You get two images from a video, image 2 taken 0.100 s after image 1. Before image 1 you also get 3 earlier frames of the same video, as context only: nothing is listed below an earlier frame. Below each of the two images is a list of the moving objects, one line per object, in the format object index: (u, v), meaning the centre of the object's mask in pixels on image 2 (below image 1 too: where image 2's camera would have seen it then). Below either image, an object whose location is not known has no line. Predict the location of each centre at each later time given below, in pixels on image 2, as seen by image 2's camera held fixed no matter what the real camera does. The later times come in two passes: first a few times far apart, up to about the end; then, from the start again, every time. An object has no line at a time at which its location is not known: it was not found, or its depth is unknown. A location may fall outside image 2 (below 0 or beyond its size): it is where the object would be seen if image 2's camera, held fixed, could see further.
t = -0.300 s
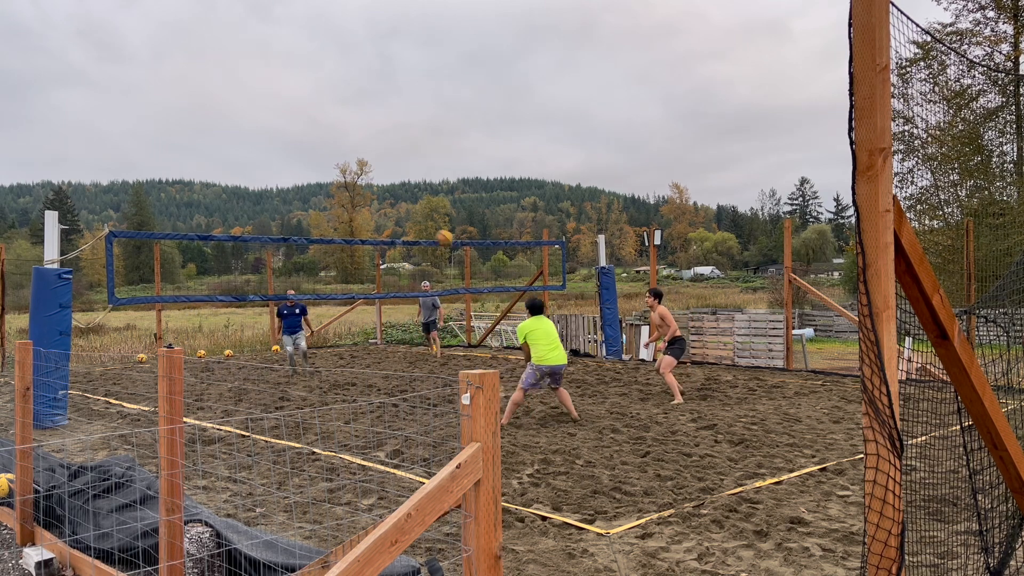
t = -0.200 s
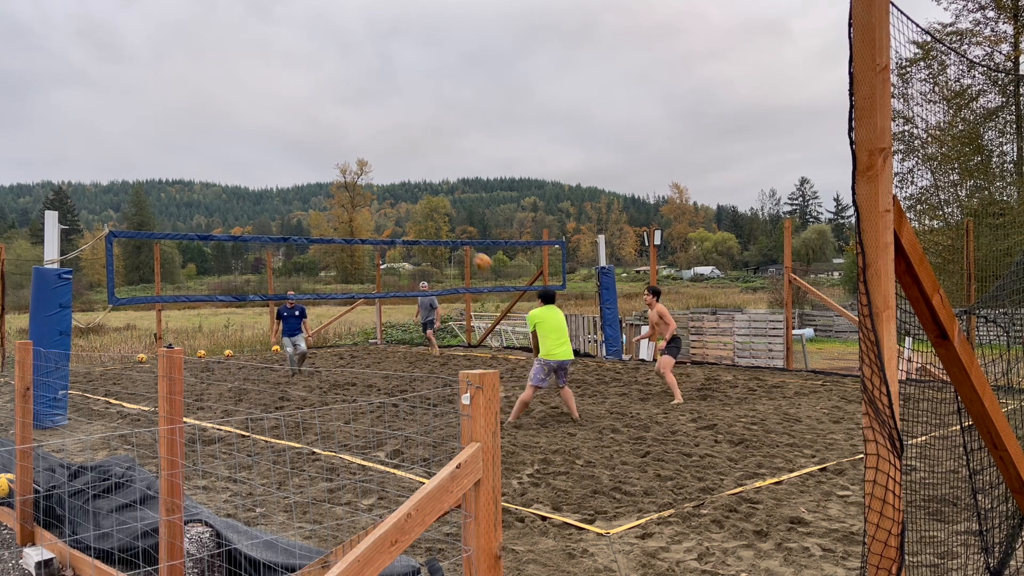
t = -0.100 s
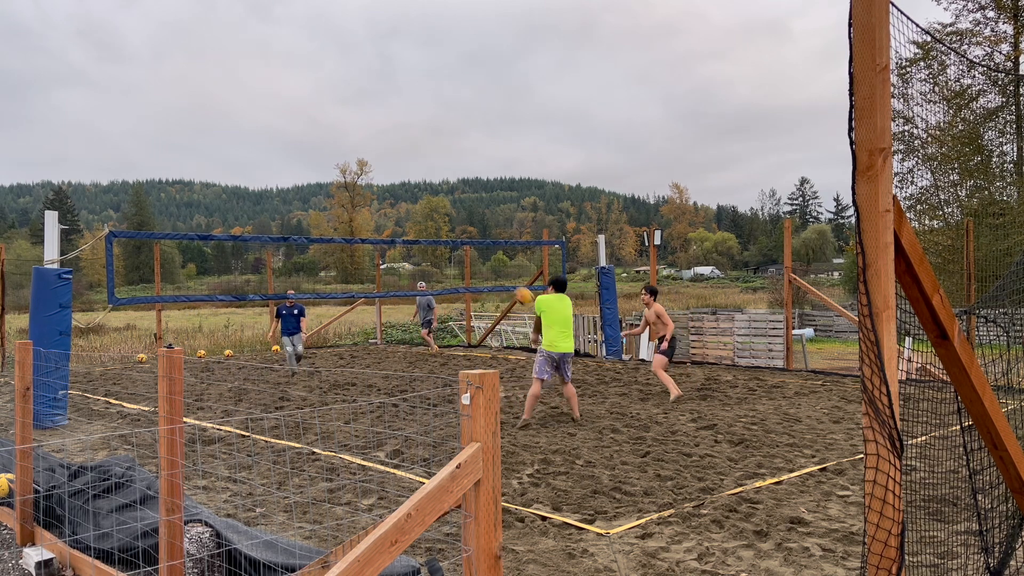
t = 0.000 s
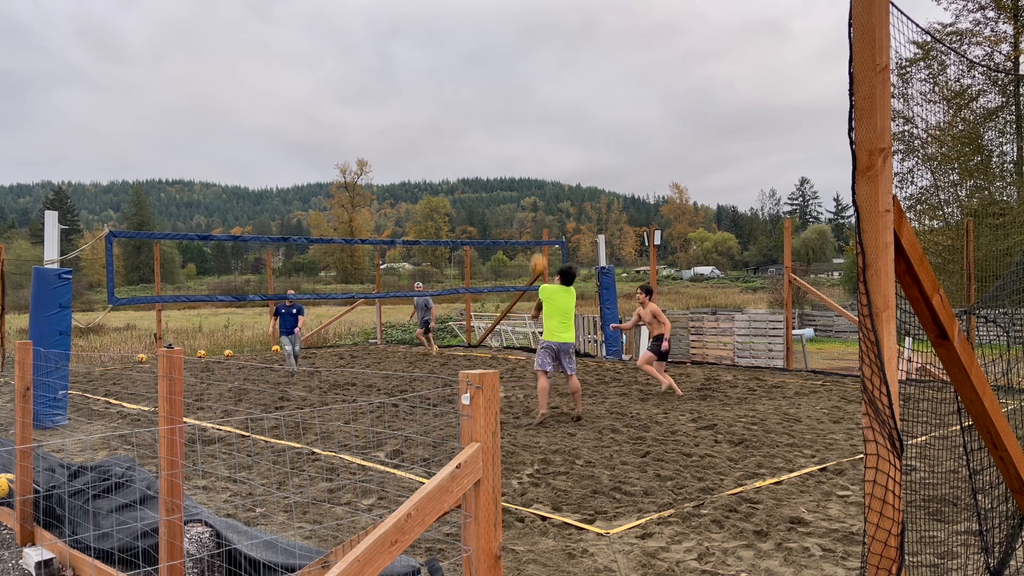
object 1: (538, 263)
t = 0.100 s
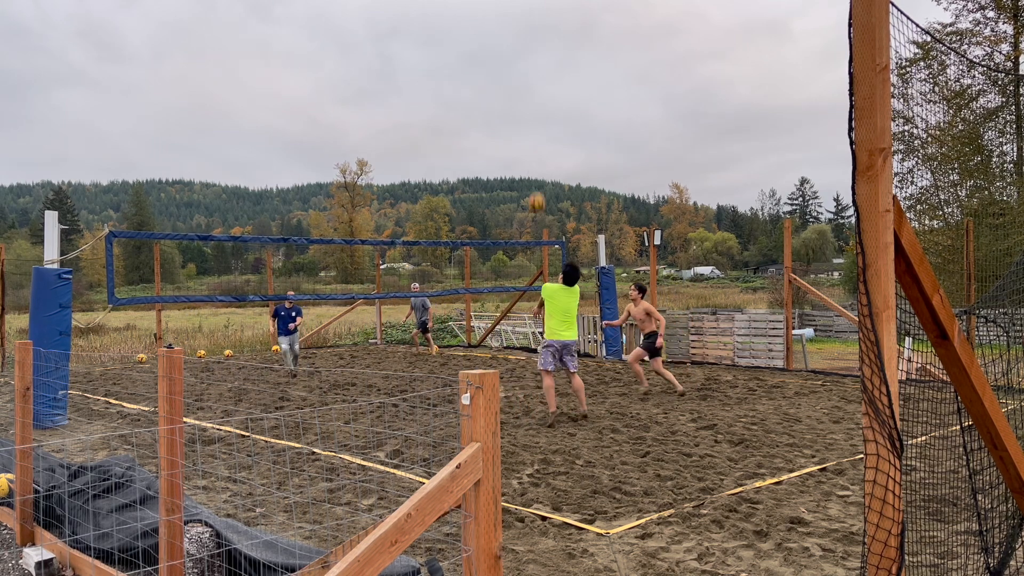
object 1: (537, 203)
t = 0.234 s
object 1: (535, 137)
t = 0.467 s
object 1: (536, 67)
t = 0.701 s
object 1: (538, 42)
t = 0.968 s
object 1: (540, 58)
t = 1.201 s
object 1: (543, 105)
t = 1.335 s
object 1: (544, 144)
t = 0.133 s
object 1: (536, 185)
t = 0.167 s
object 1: (536, 167)
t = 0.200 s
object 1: (535, 152)
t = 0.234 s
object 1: (535, 137)
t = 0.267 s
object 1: (535, 124)
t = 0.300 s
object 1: (535, 112)
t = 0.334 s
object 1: (535, 100)
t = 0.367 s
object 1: (535, 91)
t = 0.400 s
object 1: (536, 82)
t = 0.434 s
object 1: (536, 74)
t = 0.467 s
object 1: (536, 67)
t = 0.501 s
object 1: (536, 61)
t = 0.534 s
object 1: (537, 56)
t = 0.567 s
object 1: (537, 51)
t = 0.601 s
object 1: (537, 48)
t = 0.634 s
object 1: (537, 45)
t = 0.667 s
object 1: (538, 43)
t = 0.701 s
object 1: (538, 42)
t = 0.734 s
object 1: (538, 42)
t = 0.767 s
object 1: (538, 42)
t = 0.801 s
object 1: (539, 43)
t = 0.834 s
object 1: (539, 45)
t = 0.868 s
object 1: (539, 47)
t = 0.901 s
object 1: (540, 50)
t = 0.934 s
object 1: (540, 54)
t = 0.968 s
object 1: (540, 58)
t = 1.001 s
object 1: (541, 63)
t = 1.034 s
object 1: (541, 69)
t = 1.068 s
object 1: (541, 75)
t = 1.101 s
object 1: (541, 82)
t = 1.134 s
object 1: (542, 89)
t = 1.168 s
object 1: (542, 97)
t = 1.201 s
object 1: (543, 105)
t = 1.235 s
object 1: (543, 114)
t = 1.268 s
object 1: (543, 124)
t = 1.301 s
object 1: (543, 134)
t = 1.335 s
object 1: (544, 144)
